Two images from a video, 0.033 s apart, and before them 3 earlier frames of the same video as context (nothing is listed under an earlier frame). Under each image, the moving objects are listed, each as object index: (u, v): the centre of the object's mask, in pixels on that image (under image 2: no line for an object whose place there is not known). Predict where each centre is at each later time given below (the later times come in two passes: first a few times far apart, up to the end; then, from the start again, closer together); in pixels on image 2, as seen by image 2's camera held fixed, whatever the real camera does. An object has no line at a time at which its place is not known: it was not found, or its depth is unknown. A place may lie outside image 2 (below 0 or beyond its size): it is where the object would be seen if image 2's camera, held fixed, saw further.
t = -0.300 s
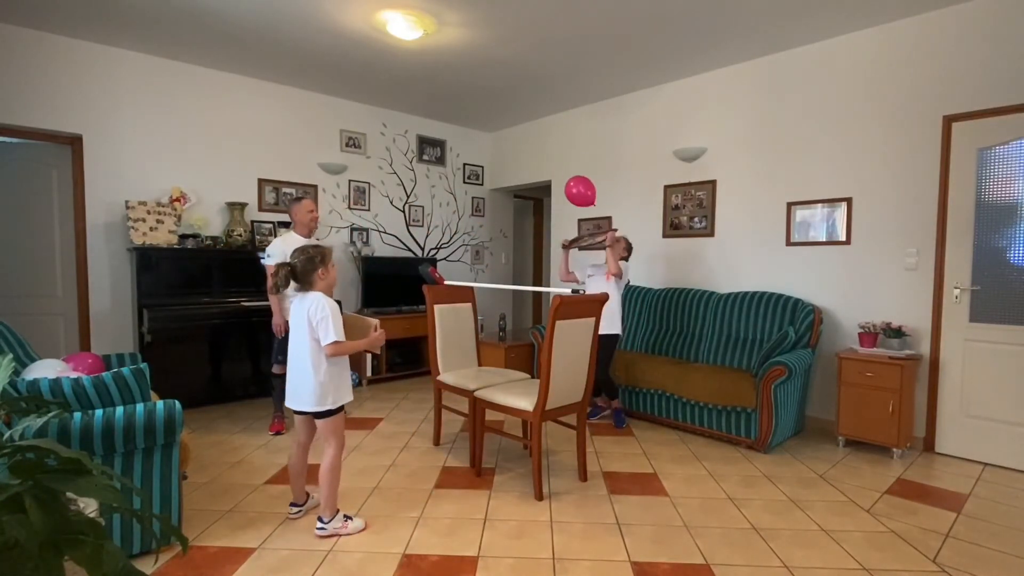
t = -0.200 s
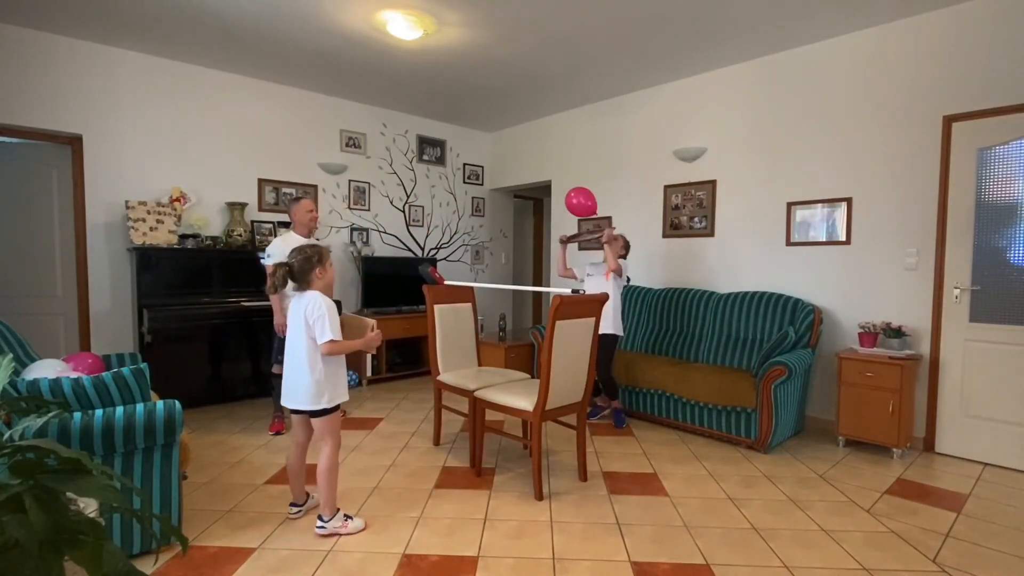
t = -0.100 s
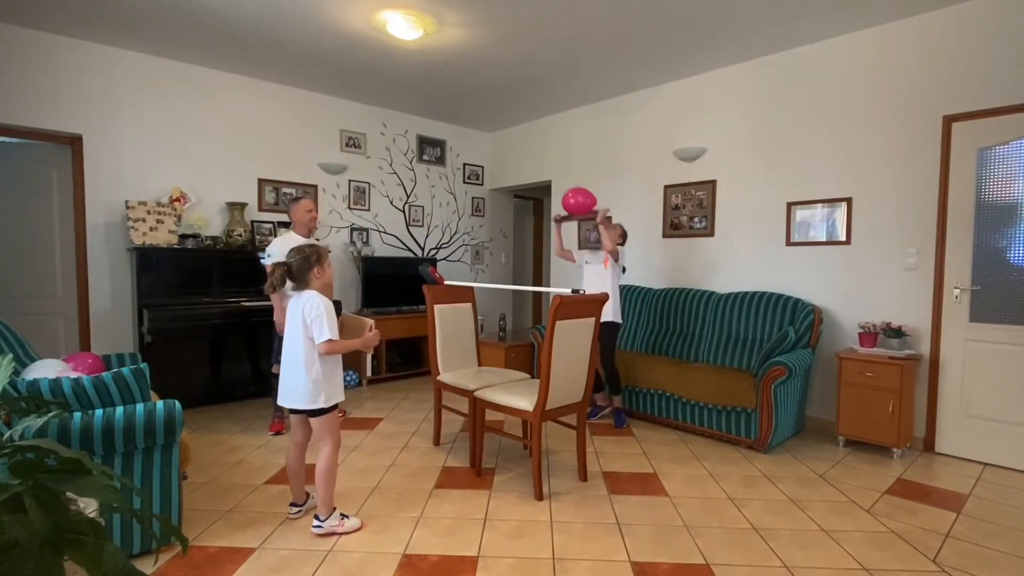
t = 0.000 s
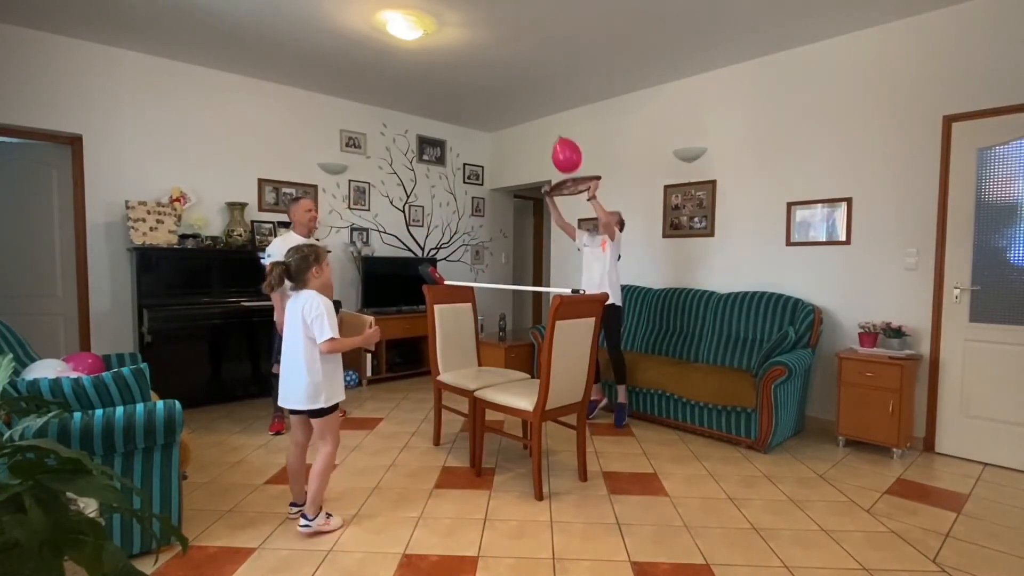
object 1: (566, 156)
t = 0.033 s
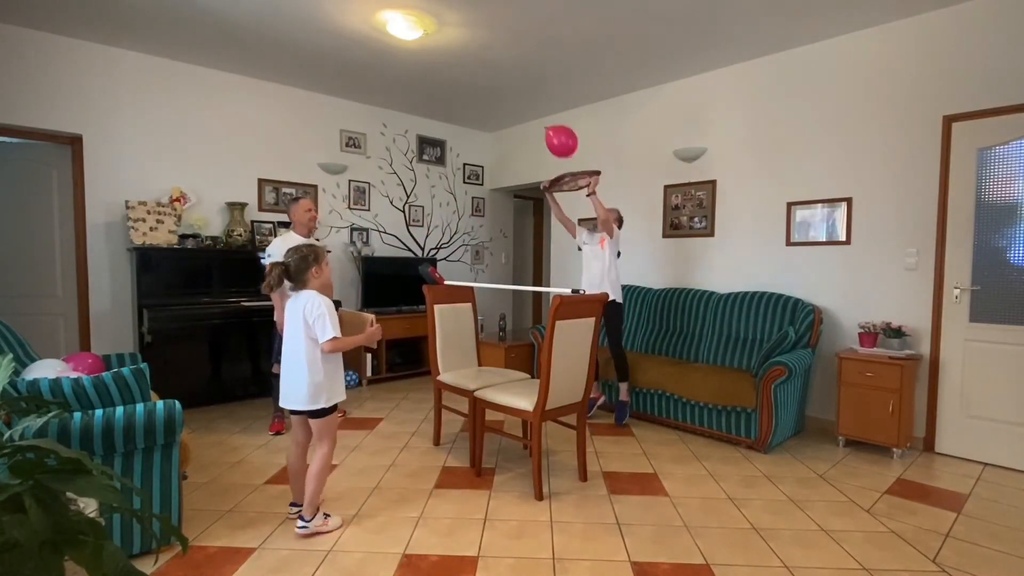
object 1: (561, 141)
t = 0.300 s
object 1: (510, 74)
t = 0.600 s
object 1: (470, 63)
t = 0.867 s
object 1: (442, 84)
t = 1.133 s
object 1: (426, 126)
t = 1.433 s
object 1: (422, 181)
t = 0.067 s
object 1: (555, 127)
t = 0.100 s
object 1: (549, 116)
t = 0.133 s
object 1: (542, 106)
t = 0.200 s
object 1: (529, 89)
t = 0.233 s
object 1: (523, 83)
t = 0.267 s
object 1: (517, 78)
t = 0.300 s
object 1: (510, 74)
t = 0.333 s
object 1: (505, 71)
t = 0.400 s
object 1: (495, 67)
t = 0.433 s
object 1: (490, 65)
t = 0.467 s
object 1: (486, 64)
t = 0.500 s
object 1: (482, 63)
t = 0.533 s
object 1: (478, 63)
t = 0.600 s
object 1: (470, 63)
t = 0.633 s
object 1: (465, 64)
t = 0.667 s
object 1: (461, 66)
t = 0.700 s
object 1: (458, 68)
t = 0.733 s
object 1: (454, 70)
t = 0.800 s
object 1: (448, 77)
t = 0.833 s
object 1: (445, 80)
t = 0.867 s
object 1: (442, 84)
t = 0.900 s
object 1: (440, 88)
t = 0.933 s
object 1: (438, 93)
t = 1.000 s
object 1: (433, 103)
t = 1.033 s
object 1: (431, 108)
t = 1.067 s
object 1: (429, 114)
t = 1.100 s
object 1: (427, 120)
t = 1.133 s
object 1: (426, 126)
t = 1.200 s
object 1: (425, 138)
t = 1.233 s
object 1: (424, 144)
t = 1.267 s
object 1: (424, 150)
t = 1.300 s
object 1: (424, 155)
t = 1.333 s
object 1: (423, 161)
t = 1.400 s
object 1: (422, 174)
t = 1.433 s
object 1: (422, 181)
